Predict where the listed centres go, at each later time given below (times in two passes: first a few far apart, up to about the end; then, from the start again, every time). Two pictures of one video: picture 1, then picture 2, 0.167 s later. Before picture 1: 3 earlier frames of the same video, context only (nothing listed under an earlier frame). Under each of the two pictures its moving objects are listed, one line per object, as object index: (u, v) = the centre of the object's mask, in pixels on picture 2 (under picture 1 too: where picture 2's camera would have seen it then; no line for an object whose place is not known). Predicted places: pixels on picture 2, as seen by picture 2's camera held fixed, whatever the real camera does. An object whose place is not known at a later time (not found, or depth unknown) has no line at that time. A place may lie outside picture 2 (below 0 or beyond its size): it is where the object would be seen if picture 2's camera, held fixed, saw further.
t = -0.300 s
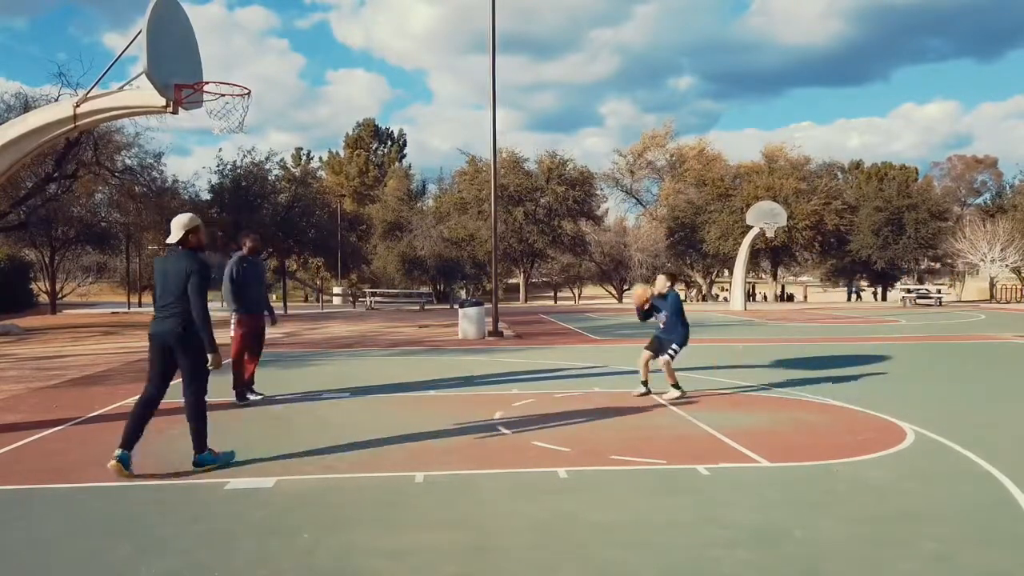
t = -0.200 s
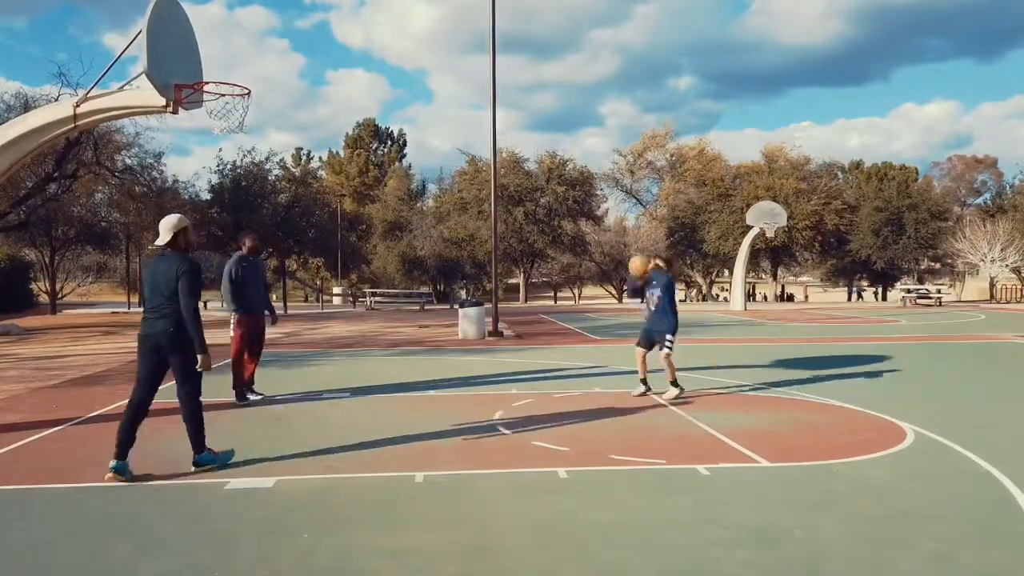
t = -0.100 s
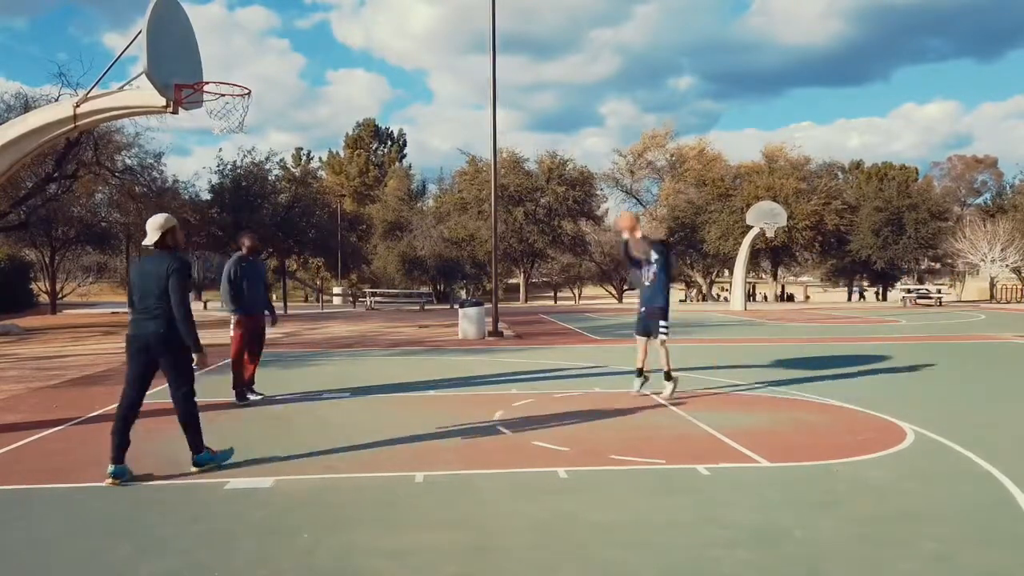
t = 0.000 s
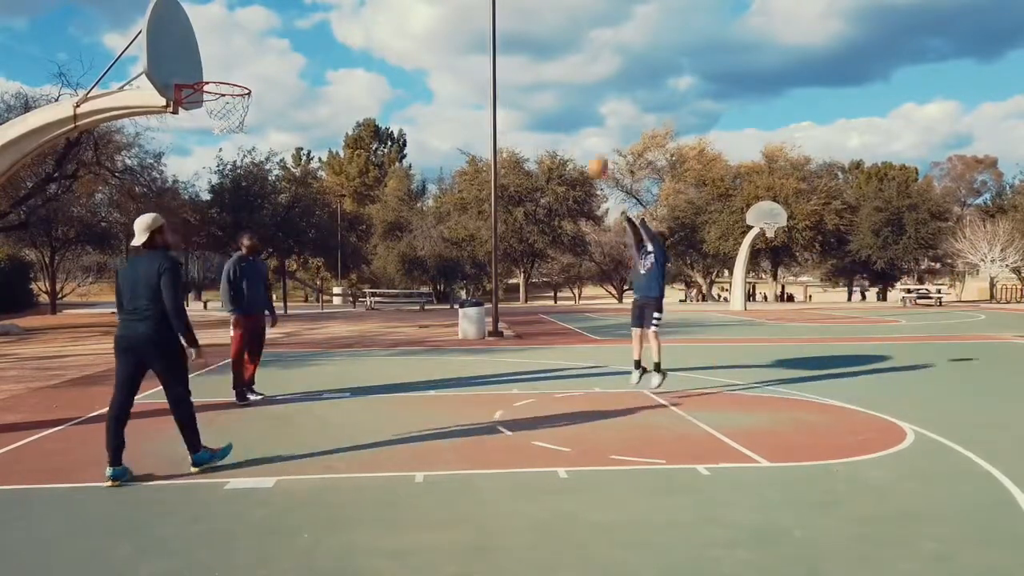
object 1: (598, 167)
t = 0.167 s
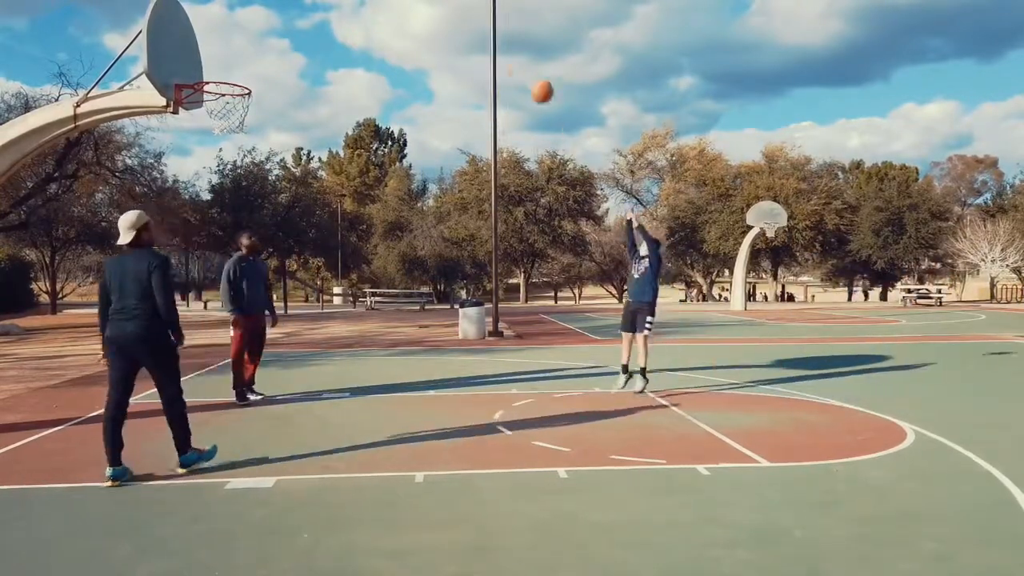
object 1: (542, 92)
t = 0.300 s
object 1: (495, 49)
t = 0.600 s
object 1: (382, 11)
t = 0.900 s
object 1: (262, 69)
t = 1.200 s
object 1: (218, 27)
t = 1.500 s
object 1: (213, 39)
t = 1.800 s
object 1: (247, 89)
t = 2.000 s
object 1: (272, 121)
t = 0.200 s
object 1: (531, 80)
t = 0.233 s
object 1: (519, 68)
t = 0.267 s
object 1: (506, 57)
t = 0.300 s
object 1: (495, 49)
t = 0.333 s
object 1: (482, 41)
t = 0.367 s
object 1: (471, 33)
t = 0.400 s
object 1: (459, 27)
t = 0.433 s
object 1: (446, 21)
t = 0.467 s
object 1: (433, 17)
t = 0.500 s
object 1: (421, 14)
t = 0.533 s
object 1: (408, 12)
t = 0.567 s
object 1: (395, 11)
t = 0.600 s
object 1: (382, 11)
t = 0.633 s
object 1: (369, 12)
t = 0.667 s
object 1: (356, 15)
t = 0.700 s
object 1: (343, 19)
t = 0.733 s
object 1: (330, 24)
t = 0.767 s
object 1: (316, 30)
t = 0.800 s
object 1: (303, 38)
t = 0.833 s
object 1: (290, 47)
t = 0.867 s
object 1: (276, 57)
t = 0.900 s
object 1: (262, 69)
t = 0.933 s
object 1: (250, 81)
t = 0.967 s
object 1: (245, 73)
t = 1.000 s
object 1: (241, 63)
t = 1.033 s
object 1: (237, 54)
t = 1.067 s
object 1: (233, 46)
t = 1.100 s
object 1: (229, 40)
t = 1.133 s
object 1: (225, 34)
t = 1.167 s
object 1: (222, 30)
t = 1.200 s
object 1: (218, 27)
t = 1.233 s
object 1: (214, 25)
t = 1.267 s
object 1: (211, 25)
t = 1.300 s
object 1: (207, 25)
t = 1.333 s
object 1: (203, 26)
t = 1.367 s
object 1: (200, 29)
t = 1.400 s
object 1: (203, 30)
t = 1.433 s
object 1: (206, 32)
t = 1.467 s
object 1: (210, 35)
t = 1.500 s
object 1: (213, 39)
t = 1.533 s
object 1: (217, 45)
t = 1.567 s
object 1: (220, 52)
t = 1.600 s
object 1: (224, 59)
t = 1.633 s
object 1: (227, 68)
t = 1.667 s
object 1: (230, 78)
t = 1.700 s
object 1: (234, 87)
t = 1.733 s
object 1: (239, 86)
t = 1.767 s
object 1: (243, 87)
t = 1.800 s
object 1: (247, 89)
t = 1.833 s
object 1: (252, 92)
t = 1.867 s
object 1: (256, 95)
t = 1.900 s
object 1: (260, 101)
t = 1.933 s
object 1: (264, 106)
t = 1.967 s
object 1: (268, 113)
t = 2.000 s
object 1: (272, 121)
